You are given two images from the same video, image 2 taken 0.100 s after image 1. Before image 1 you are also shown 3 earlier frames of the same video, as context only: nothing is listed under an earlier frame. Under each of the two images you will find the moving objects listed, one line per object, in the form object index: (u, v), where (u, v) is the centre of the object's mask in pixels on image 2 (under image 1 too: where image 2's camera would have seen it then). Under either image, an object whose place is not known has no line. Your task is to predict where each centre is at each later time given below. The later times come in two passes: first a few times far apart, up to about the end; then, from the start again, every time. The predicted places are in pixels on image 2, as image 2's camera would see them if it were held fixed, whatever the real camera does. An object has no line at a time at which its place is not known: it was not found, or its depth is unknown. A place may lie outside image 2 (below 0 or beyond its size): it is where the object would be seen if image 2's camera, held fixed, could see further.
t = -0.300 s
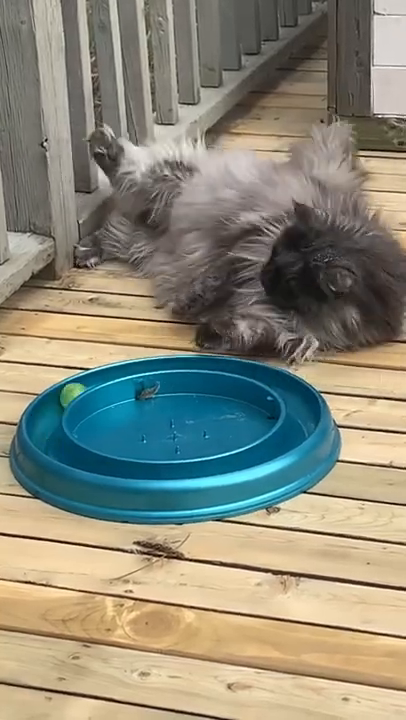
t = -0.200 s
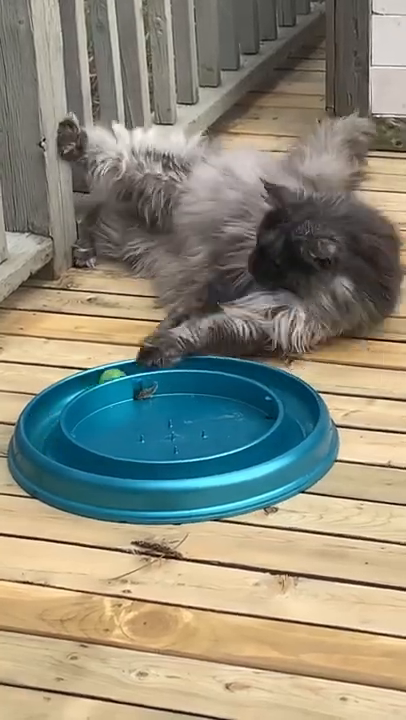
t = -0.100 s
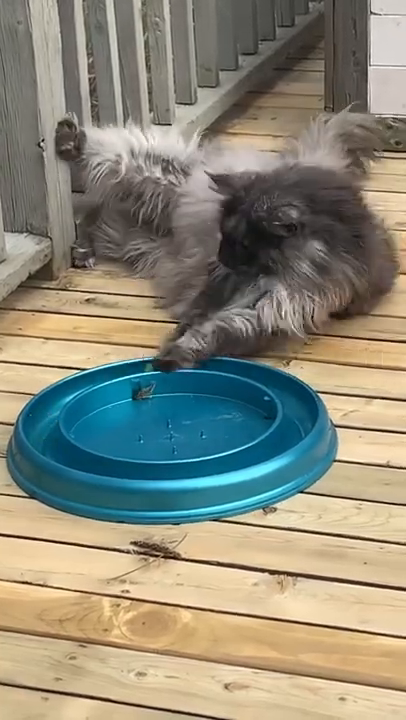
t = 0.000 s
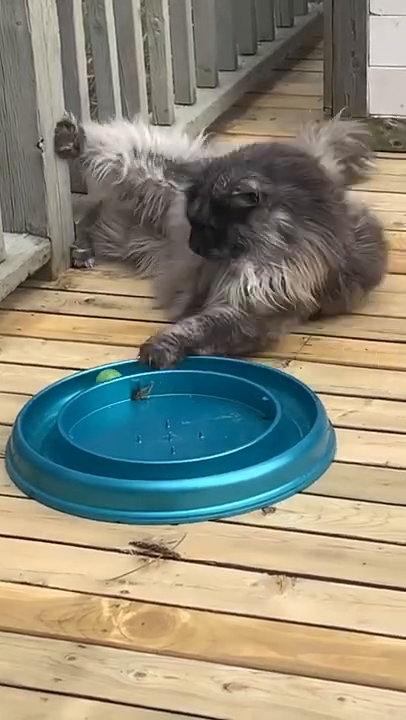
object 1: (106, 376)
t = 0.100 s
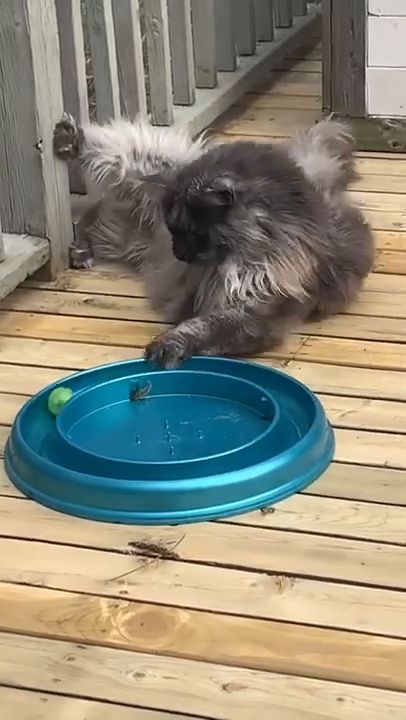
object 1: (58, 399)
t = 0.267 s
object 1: (38, 441)
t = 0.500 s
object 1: (114, 474)
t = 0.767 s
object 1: (250, 461)
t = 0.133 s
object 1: (49, 409)
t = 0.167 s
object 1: (43, 418)
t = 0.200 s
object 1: (38, 426)
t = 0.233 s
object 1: (36, 433)
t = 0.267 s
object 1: (38, 441)
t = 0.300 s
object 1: (43, 447)
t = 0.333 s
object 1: (49, 453)
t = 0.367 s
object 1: (57, 458)
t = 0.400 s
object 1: (70, 464)
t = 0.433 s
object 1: (84, 468)
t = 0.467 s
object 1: (97, 472)
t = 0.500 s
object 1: (114, 474)
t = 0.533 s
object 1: (132, 476)
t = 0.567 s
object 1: (149, 476)
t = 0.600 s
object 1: (167, 476)
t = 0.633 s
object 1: (186, 475)
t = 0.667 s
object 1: (205, 472)
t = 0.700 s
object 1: (220, 469)
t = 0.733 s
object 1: (235, 466)
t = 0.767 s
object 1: (250, 461)
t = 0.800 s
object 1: (263, 456)
